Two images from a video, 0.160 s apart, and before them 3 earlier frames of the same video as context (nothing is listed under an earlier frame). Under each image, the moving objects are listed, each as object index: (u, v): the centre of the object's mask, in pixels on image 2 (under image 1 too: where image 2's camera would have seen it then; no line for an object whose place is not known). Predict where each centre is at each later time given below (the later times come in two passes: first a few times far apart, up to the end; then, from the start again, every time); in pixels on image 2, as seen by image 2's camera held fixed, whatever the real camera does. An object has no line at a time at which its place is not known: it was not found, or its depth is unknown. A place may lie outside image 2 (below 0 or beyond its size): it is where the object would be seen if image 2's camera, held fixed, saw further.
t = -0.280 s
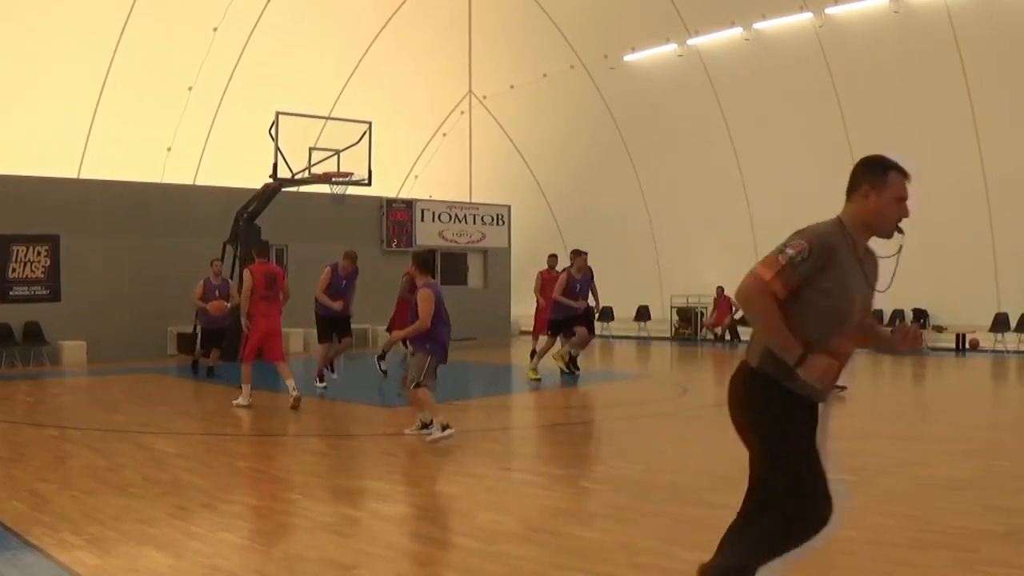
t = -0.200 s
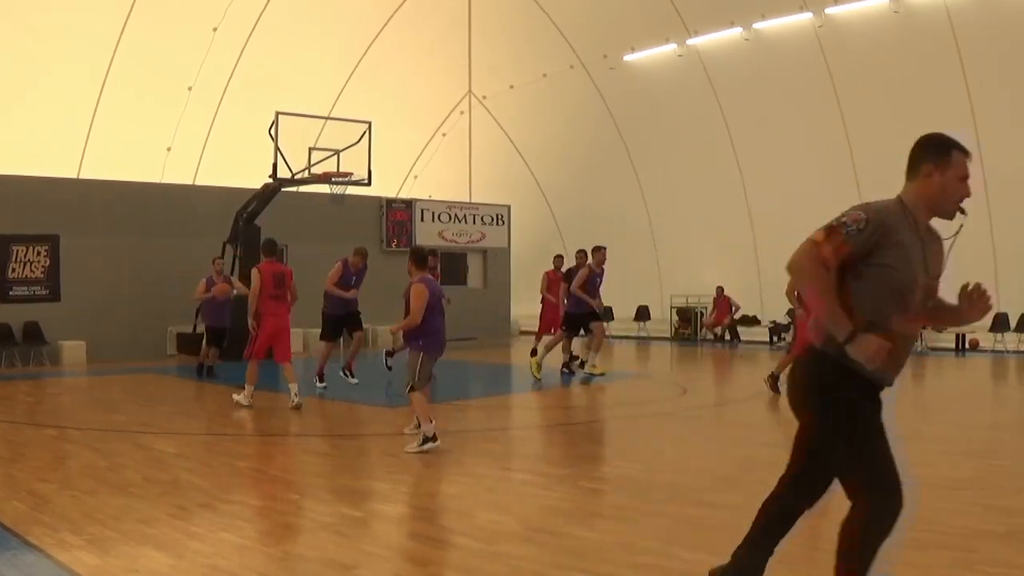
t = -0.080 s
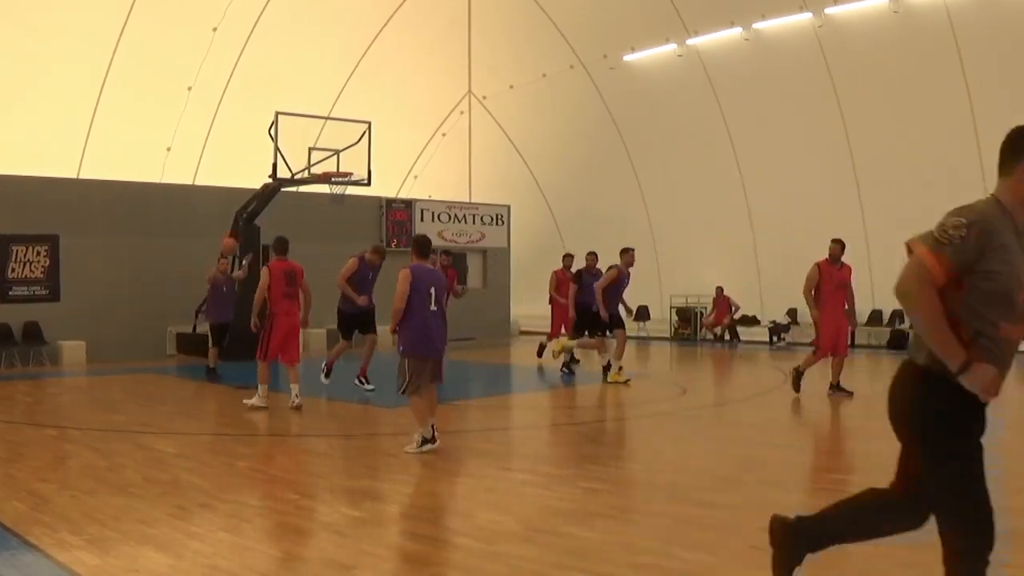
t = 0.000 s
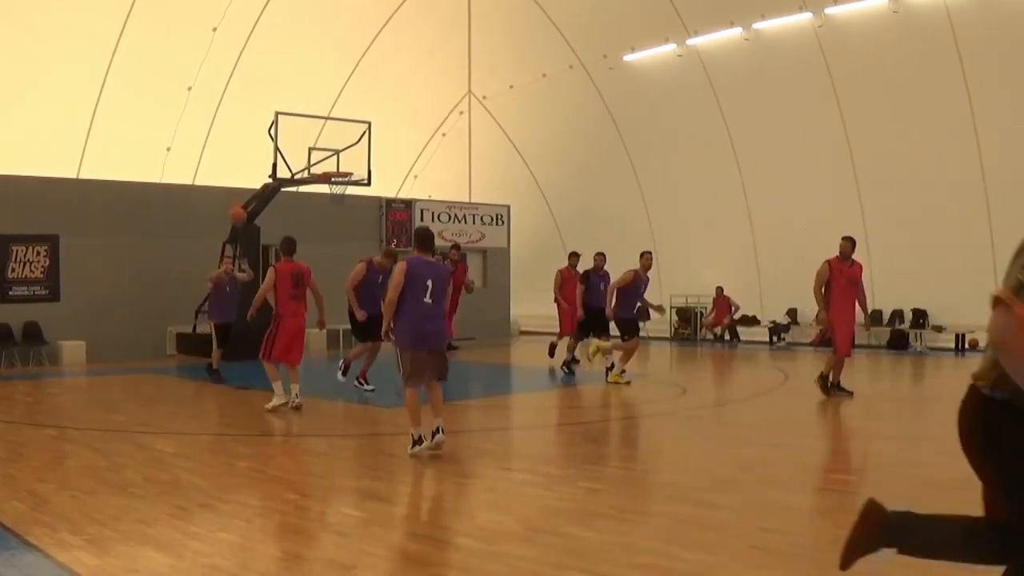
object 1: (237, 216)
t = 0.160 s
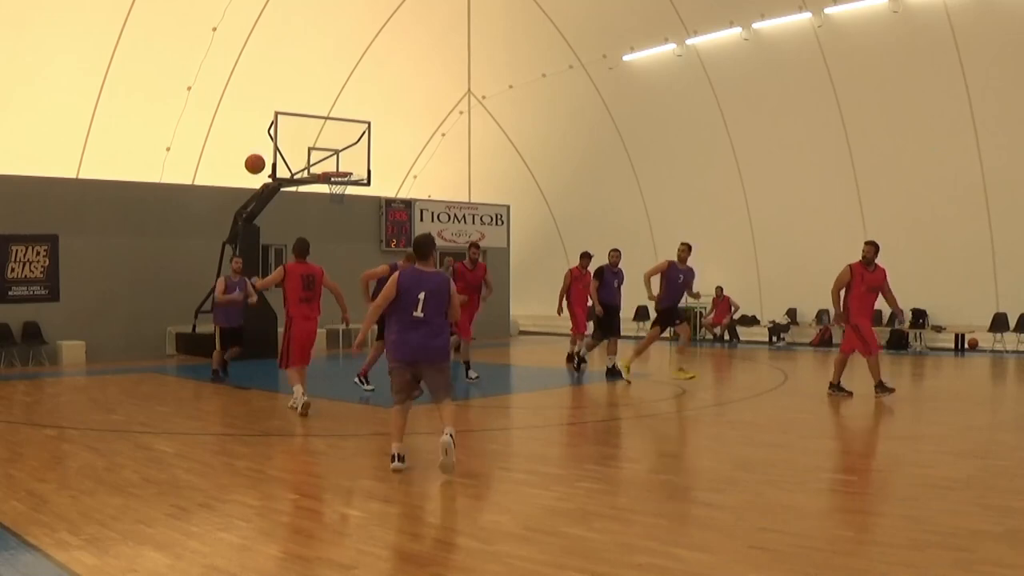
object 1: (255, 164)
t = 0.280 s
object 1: (270, 131)
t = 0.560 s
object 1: (316, 91)
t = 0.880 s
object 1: (398, 153)
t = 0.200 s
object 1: (259, 152)
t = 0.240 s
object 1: (265, 141)
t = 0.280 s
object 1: (270, 131)
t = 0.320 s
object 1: (276, 122)
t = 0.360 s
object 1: (282, 114)
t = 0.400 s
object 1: (288, 107)
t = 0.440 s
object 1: (294, 101)
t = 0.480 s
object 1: (301, 96)
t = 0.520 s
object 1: (308, 93)
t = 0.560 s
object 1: (316, 91)
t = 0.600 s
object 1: (324, 91)
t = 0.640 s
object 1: (332, 92)
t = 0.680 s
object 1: (341, 96)
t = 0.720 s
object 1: (351, 102)
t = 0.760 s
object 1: (361, 110)
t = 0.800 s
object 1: (373, 121)
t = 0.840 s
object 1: (385, 135)
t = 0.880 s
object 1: (398, 153)
